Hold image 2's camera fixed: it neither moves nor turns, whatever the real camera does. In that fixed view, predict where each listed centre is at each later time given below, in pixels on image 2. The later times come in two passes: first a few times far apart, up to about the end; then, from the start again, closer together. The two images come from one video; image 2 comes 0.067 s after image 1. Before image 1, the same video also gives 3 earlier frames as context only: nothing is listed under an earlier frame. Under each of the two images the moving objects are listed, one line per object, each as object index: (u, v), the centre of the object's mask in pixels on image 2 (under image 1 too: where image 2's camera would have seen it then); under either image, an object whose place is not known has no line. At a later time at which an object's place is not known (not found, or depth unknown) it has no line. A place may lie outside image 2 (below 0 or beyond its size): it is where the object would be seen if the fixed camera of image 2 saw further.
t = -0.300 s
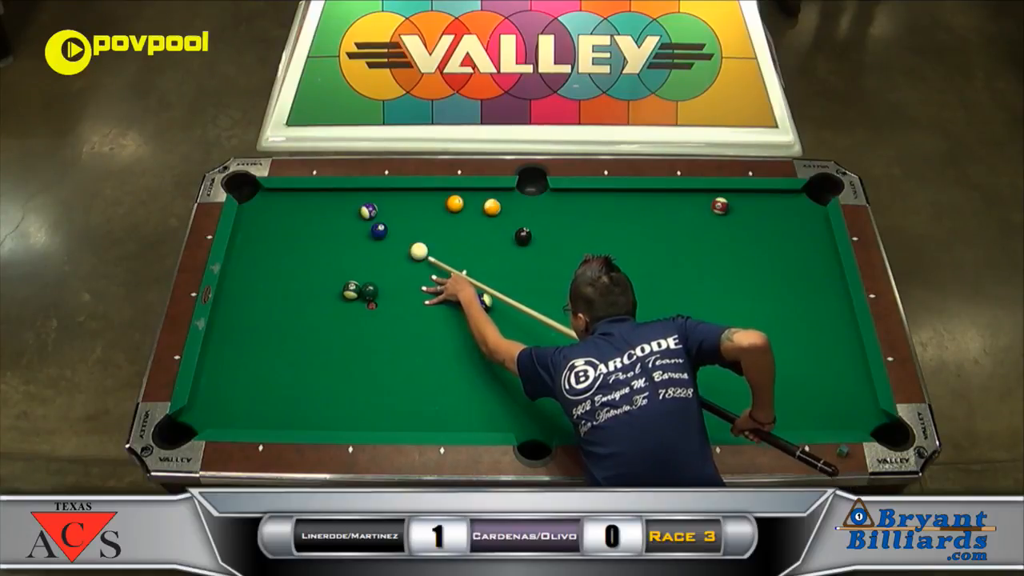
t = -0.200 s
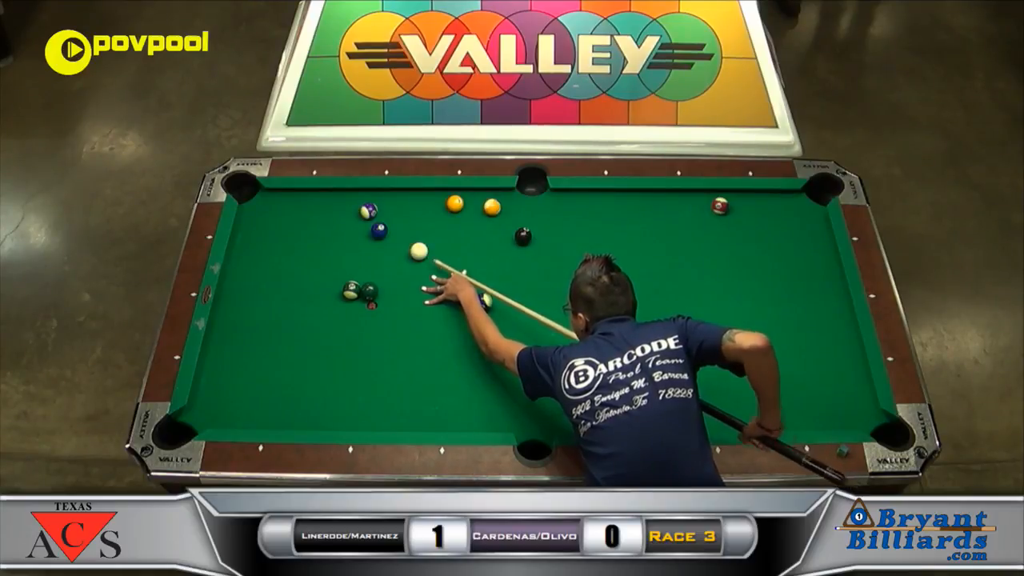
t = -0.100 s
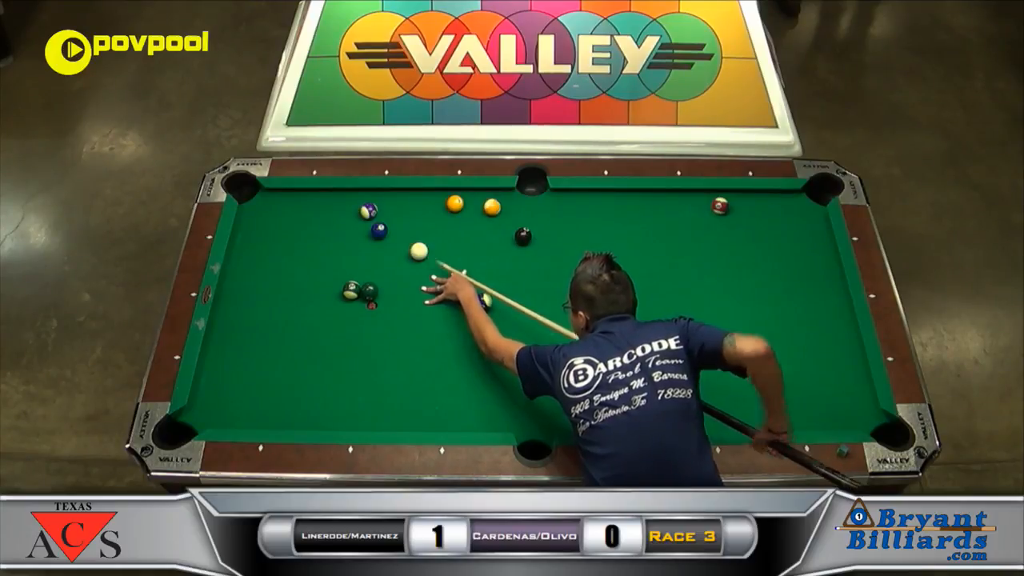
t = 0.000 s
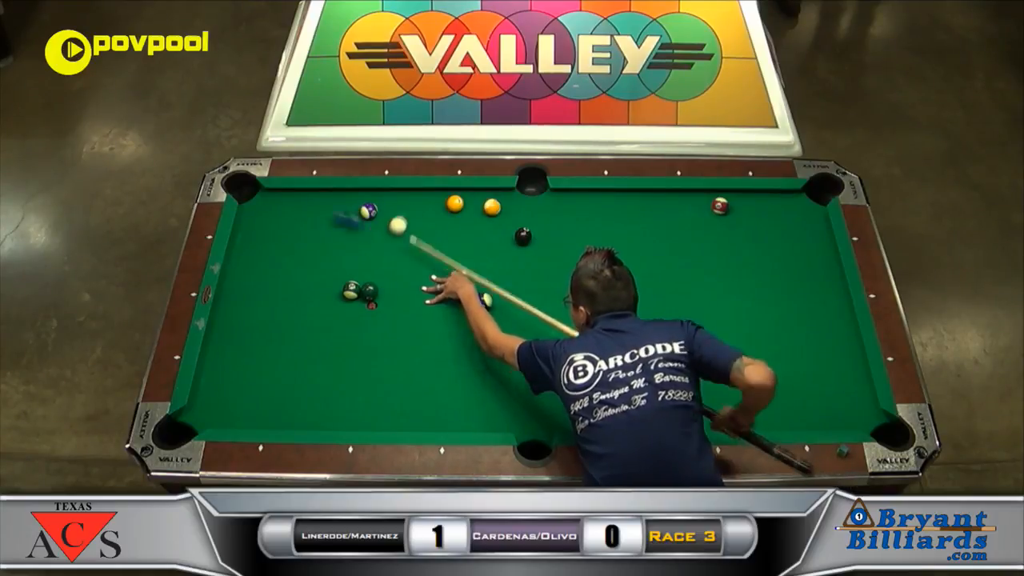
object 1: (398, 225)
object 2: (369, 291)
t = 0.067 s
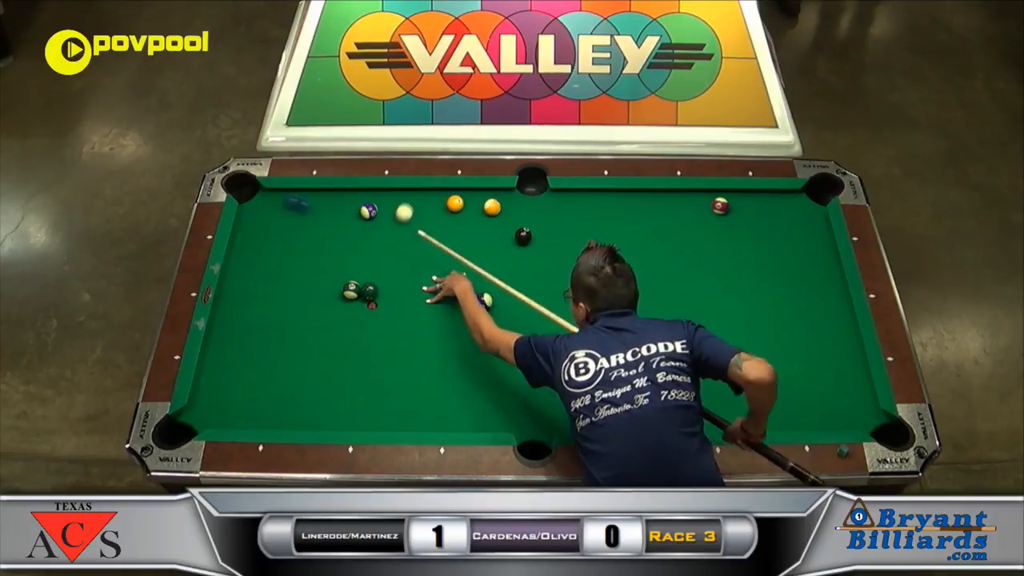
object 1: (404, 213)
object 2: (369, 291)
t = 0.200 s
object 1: (414, 194)
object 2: (369, 291)
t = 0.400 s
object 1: (432, 210)
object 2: (369, 291)
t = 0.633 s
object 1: (453, 228)
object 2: (369, 291)
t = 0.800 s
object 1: (468, 241)
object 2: (369, 291)
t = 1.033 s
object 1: (489, 260)
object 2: (369, 291)
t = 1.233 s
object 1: (507, 275)
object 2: (369, 291)
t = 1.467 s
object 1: (527, 293)
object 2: (369, 291)
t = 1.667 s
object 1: (544, 308)
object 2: (369, 291)
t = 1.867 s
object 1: (560, 322)
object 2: (369, 291)
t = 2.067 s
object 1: (575, 336)
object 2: (374, 292)
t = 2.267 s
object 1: (591, 350)
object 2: (381, 294)
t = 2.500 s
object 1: (607, 365)
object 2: (388, 295)
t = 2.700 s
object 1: (621, 378)
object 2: (392, 296)
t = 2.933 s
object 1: (636, 391)
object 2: (396, 297)
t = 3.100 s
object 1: (646, 400)
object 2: (398, 298)
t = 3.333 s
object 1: (659, 412)
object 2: (398, 299)
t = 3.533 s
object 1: (669, 421)
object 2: (398, 300)
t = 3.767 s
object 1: (676, 422)
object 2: (398, 300)
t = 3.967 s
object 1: (680, 419)
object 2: (398, 300)
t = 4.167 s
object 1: (682, 416)
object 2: (398, 300)
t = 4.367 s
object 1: (683, 413)
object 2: (398, 300)
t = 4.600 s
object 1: (685, 410)
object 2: (398, 300)
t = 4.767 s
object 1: (685, 409)
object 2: (398, 300)
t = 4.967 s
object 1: (686, 408)
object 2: (398, 300)
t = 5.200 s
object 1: (686, 408)
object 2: (398, 300)
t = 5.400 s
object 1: (686, 408)
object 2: (398, 300)
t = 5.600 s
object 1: (686, 408)
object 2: (398, 300)
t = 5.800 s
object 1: (686, 408)
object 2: (398, 300)
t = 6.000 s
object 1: (686, 408)
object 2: (398, 300)
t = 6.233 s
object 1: (686, 408)
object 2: (398, 300)
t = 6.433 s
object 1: (686, 408)
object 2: (398, 300)
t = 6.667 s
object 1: (686, 408)
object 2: (398, 300)
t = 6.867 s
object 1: (686, 408)
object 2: (398, 300)
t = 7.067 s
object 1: (686, 408)
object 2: (398, 300)
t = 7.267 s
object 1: (686, 408)
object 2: (398, 300)
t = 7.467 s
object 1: (686, 408)
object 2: (398, 300)
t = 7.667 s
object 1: (686, 408)
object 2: (398, 300)
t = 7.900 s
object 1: (686, 408)
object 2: (398, 300)
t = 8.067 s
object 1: (686, 408)
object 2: (398, 300)
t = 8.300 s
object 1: (686, 408)
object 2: (398, 300)
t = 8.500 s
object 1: (686, 408)
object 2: (398, 300)
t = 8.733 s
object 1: (686, 408)
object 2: (398, 300)
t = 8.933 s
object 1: (685, 408)
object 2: (398, 300)
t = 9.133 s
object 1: (686, 408)
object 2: (398, 300)
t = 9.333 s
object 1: (685, 408)
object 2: (398, 300)
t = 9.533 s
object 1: (685, 408)
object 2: (398, 300)
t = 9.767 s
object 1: (685, 408)
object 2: (398, 300)
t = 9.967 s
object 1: (685, 408)
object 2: (398, 300)
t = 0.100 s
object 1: (407, 207)
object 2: (369, 291)
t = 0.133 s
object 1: (409, 202)
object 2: (369, 291)
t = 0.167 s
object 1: (412, 197)
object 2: (369, 291)
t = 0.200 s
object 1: (414, 194)
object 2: (369, 291)
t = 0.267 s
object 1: (420, 199)
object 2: (369, 291)
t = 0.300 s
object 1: (423, 202)
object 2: (369, 291)
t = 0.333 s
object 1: (426, 205)
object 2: (369, 291)
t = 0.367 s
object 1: (429, 207)
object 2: (369, 291)
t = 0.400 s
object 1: (432, 210)
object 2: (369, 291)
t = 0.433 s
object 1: (435, 213)
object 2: (369, 291)
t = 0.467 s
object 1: (438, 215)
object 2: (369, 291)
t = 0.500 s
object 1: (441, 218)
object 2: (369, 291)
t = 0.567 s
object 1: (448, 223)
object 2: (369, 291)
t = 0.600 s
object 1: (450, 226)
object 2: (369, 291)
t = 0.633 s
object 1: (453, 228)
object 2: (369, 291)
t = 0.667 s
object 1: (457, 231)
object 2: (369, 291)
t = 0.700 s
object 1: (460, 234)
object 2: (369, 291)
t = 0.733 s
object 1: (463, 236)
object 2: (369, 291)
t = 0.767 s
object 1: (465, 239)
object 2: (369, 291)
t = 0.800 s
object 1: (468, 241)
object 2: (369, 291)
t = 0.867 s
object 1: (475, 247)
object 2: (369, 291)
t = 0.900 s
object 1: (477, 249)
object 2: (369, 291)
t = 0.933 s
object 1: (480, 252)
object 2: (369, 291)
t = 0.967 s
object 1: (483, 255)
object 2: (369, 291)
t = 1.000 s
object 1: (486, 257)
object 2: (369, 291)
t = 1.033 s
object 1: (489, 260)
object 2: (369, 291)
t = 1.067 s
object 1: (492, 262)
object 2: (369, 291)
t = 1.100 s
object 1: (495, 265)
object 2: (369, 291)
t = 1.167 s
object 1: (501, 270)
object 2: (369, 291)
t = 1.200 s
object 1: (504, 273)
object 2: (369, 291)
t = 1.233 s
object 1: (507, 275)
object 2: (369, 291)
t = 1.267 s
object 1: (510, 278)
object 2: (369, 291)
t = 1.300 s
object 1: (513, 280)
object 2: (369, 291)
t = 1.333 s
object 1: (515, 283)
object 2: (369, 291)
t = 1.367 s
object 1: (518, 285)
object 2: (369, 291)
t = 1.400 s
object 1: (521, 288)
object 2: (369, 291)
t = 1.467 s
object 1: (527, 293)
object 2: (369, 291)
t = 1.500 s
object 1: (530, 296)
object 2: (369, 291)
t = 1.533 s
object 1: (533, 298)
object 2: (369, 291)
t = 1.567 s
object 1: (535, 300)
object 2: (369, 291)
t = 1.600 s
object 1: (538, 303)
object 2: (369, 291)
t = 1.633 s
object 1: (541, 305)
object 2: (369, 291)
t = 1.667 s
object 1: (544, 308)
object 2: (369, 291)
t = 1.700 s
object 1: (546, 310)
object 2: (369, 291)
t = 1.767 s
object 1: (552, 315)
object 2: (369, 291)
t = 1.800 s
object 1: (554, 318)
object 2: (369, 291)
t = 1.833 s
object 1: (557, 320)
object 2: (369, 291)
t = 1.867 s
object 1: (560, 322)
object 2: (369, 291)
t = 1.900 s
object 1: (562, 325)
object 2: (369, 291)
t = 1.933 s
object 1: (565, 327)
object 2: (369, 291)
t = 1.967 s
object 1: (568, 329)
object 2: (370, 292)
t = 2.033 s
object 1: (573, 334)
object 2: (373, 292)
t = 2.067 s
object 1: (575, 336)
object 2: (374, 292)
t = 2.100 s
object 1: (578, 339)
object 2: (375, 292)
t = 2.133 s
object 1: (580, 341)
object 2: (377, 293)
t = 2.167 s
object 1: (583, 343)
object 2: (378, 293)
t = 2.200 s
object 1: (586, 346)
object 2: (379, 293)
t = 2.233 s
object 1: (588, 348)
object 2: (380, 293)
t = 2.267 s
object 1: (591, 350)
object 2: (381, 294)
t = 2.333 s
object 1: (595, 354)
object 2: (383, 294)
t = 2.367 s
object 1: (598, 357)
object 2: (384, 294)
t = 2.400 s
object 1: (600, 359)
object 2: (385, 294)
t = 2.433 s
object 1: (603, 361)
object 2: (386, 294)
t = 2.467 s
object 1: (605, 363)
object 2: (387, 295)
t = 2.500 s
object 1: (607, 365)
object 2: (388, 295)
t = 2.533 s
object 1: (609, 367)
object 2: (389, 295)
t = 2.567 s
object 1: (612, 369)
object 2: (389, 295)
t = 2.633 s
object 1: (616, 374)
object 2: (390, 295)
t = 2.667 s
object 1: (619, 376)
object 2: (391, 296)
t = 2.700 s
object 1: (621, 378)
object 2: (392, 296)
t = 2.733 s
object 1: (623, 380)
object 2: (392, 296)
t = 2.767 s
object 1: (625, 382)
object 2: (393, 296)
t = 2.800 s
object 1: (627, 383)
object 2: (394, 296)
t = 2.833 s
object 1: (630, 386)
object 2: (395, 297)
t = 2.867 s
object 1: (632, 387)
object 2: (395, 297)
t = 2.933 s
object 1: (636, 391)
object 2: (396, 297)
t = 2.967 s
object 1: (638, 393)
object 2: (396, 297)
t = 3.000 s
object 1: (640, 395)
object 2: (397, 297)
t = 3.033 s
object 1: (642, 397)
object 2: (397, 298)
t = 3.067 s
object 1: (644, 398)
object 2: (397, 298)
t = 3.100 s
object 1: (646, 400)
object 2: (398, 298)
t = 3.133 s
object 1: (648, 402)
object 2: (398, 298)
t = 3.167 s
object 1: (650, 404)
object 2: (398, 298)
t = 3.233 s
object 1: (653, 407)
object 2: (398, 299)
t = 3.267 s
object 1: (655, 409)
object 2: (398, 299)
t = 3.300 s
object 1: (657, 411)
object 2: (398, 299)
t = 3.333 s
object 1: (659, 412)
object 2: (398, 299)
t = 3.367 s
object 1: (660, 414)
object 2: (398, 299)
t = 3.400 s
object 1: (662, 416)
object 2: (398, 299)
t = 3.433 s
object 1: (664, 417)
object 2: (398, 300)
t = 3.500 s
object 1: (667, 420)
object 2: (398, 300)
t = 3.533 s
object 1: (669, 421)
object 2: (398, 300)
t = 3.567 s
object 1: (670, 422)
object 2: (398, 300)
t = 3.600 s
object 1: (672, 423)
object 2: (398, 300)
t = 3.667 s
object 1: (674, 425)
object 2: (398, 300)
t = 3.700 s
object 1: (675, 424)
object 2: (398, 300)
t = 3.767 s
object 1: (676, 422)
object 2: (398, 300)
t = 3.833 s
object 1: (678, 422)
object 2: (398, 300)
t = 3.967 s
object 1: (680, 419)
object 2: (398, 300)
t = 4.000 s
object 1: (680, 419)
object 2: (398, 300)
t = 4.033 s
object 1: (680, 418)
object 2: (398, 300)
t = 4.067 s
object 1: (681, 418)
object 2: (398, 300)
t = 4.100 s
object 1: (681, 417)
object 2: (398, 300)
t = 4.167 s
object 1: (682, 416)
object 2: (398, 300)
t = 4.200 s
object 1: (682, 416)
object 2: (398, 300)
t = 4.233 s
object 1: (682, 415)
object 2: (398, 300)
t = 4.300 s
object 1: (683, 414)
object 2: (398, 300)
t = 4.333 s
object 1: (683, 413)
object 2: (398, 300)
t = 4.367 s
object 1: (683, 413)
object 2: (398, 300)
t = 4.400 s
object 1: (684, 413)
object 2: (398, 300)
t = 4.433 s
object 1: (684, 412)
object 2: (398, 300)
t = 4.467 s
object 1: (684, 411)
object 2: (398, 300)
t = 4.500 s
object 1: (684, 411)
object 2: (398, 300)
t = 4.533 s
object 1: (684, 411)
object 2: (398, 300)
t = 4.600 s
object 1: (685, 410)
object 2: (398, 300)
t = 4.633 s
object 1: (685, 410)
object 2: (398, 300)
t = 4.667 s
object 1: (685, 409)
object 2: (398, 300)
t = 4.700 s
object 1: (685, 409)
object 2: (398, 300)
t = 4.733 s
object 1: (685, 409)
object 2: (398, 300)
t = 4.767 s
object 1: (685, 409)
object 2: (398, 300)
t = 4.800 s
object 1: (685, 409)
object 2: (398, 300)
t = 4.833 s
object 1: (685, 409)
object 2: (398, 300)
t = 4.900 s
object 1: (686, 408)
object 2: (398, 300)
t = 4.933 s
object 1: (686, 408)
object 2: (398, 300)
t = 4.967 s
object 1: (686, 408)
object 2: (398, 300)
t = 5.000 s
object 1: (686, 408)
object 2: (398, 300)
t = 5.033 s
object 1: (686, 408)
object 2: (398, 300)
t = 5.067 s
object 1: (686, 408)
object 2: (398, 300)
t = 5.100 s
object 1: (686, 408)
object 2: (398, 300)
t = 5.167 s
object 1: (686, 408)
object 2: (398, 300)
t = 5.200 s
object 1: (686, 408)
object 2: (398, 300)
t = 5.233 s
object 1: (686, 408)
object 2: (398, 300)
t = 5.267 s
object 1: (686, 408)
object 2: (398, 300)
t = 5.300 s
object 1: (686, 408)
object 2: (398, 300)
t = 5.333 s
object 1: (686, 408)
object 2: (398, 300)
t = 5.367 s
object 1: (686, 408)
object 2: (398, 300)
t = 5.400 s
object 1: (686, 408)
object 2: (398, 300)
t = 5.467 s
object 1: (686, 408)
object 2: (398, 300)
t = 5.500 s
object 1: (686, 408)
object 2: (398, 300)
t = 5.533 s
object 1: (686, 408)
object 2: (398, 300)
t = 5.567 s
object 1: (686, 408)
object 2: (398, 300)
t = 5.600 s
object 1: (686, 408)
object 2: (398, 300)
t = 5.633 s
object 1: (686, 408)
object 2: (398, 300)
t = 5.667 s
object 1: (686, 408)
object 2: (398, 300)
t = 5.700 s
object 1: (686, 408)
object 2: (398, 300)
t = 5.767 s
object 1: (686, 408)
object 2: (398, 300)
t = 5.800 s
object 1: (686, 408)
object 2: (398, 300)
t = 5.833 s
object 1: (686, 408)
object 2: (398, 300)
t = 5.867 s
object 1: (686, 408)
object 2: (398, 300)
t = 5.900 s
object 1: (686, 408)
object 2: (398, 300)
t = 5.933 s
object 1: (686, 408)
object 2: (398, 300)
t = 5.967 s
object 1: (686, 408)
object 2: (398, 300)
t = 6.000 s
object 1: (686, 408)
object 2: (398, 300)
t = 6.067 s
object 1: (686, 408)
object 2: (398, 300)
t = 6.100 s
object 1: (686, 408)
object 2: (398, 300)
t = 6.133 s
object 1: (686, 408)
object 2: (398, 300)
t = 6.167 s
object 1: (686, 408)
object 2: (398, 300)
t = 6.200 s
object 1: (686, 408)
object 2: (398, 300)
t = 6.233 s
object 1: (686, 408)
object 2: (398, 300)
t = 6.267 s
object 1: (686, 408)
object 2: (398, 300)
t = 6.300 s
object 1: (686, 408)
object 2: (398, 300)
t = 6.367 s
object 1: (686, 408)
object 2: (398, 300)
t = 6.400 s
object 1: (686, 408)
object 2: (398, 300)
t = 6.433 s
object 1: (686, 408)
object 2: (398, 300)
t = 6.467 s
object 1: (686, 408)
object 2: (398, 300)
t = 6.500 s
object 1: (686, 408)
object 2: (398, 300)
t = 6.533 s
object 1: (686, 408)
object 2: (398, 300)
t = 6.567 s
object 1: (686, 408)
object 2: (398, 300)
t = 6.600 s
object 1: (686, 408)
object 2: (398, 300)
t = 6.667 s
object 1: (686, 408)
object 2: (398, 300)
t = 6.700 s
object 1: (686, 408)
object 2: (398, 300)
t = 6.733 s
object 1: (686, 408)
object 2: (398, 300)
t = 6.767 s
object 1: (686, 408)
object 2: (398, 300)
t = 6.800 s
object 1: (686, 408)
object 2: (398, 300)
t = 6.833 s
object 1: (686, 408)
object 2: (398, 300)
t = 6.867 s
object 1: (686, 408)
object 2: (398, 300)
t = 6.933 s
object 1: (686, 408)
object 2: (398, 300)
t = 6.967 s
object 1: (686, 408)
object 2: (398, 300)
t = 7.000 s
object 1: (686, 408)
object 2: (398, 300)
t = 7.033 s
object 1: (686, 408)
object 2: (398, 300)
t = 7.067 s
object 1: (686, 408)
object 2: (398, 300)
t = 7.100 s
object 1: (686, 408)
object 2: (398, 300)
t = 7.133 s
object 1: (686, 408)
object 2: (398, 300)
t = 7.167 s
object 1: (686, 408)
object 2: (398, 300)
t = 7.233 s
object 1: (686, 408)
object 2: (398, 300)
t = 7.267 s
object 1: (686, 408)
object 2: (398, 300)
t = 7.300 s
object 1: (686, 408)
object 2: (398, 300)
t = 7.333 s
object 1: (686, 408)
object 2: (398, 300)
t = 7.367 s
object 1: (686, 408)
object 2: (398, 300)
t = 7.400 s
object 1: (686, 408)
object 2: (398, 300)
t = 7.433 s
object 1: (686, 408)
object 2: (398, 300)
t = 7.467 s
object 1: (686, 408)
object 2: (398, 300)
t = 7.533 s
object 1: (686, 408)
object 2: (398, 300)
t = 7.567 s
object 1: (686, 408)
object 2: (398, 300)
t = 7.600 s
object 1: (686, 408)
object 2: (398, 300)
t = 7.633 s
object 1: (686, 408)
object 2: (398, 300)
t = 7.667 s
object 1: (686, 408)
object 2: (398, 300)
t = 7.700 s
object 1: (686, 408)
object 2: (398, 300)
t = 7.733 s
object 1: (686, 408)
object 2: (398, 300)
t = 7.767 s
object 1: (686, 408)
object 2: (398, 300)
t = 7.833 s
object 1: (686, 408)
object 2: (398, 300)
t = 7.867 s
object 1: (686, 408)
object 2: (398, 300)
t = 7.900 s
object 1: (686, 408)
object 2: (398, 300)
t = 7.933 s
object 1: (686, 408)
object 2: (398, 300)
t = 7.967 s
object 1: (686, 408)
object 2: (398, 300)
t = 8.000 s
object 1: (686, 408)
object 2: (398, 300)
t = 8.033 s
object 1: (686, 408)
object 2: (398, 300)
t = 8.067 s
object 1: (686, 408)
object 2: (398, 300)
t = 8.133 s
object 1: (686, 408)
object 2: (398, 300)
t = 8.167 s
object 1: (686, 408)
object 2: (398, 300)
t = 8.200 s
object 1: (686, 408)
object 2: (398, 300)
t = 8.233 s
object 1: (686, 408)
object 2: (398, 300)
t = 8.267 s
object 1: (686, 408)
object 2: (398, 300)
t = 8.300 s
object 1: (686, 408)
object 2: (398, 300)
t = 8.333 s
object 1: (686, 408)
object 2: (398, 300)
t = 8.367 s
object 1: (686, 408)
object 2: (398, 300)
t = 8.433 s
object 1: (686, 408)
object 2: (398, 300)
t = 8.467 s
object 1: (686, 408)
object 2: (398, 300)
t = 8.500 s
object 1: (686, 408)
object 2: (398, 300)
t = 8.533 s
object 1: (686, 408)
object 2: (398, 300)
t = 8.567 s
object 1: (686, 408)
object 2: (398, 300)
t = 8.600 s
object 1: (686, 408)
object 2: (398, 300)
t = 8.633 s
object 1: (686, 408)
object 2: (398, 300)
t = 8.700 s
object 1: (686, 408)
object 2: (398, 300)
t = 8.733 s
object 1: (686, 408)
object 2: (398, 300)
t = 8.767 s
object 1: (686, 408)
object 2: (398, 300)
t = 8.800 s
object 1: (686, 408)
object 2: (398, 300)
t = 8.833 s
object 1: (686, 408)
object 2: (398, 300)
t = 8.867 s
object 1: (686, 408)
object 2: (398, 300)
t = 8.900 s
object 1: (686, 408)
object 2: (398, 300)
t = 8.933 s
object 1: (685, 408)
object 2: (398, 300)
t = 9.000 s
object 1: (686, 408)
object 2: (398, 300)
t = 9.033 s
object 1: (685, 408)
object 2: (398, 300)
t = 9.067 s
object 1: (686, 408)
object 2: (398, 300)
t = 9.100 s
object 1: (685, 408)
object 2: (398, 300)
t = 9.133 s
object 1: (686, 408)
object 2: (398, 300)
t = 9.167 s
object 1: (685, 408)
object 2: (398, 300)
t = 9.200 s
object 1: (685, 408)
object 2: (398, 300)
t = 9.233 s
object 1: (685, 408)
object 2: (398, 300)
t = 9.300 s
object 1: (685, 408)
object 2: (398, 300)
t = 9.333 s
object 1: (685, 408)
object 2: (398, 300)
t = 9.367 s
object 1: (685, 408)
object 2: (398, 300)
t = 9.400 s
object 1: (685, 408)
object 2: (398, 300)
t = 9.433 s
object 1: (685, 408)
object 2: (398, 300)
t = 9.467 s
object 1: (685, 408)
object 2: (398, 300)
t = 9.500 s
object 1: (685, 408)
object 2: (398, 300)
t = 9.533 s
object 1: (685, 408)
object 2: (398, 300)
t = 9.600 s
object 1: (685, 408)
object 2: (398, 300)
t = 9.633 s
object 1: (685, 408)
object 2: (398, 300)
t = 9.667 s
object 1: (685, 408)
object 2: (398, 300)
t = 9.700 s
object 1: (685, 408)
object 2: (398, 300)
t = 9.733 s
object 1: (685, 408)
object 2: (398, 300)
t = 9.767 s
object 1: (685, 408)
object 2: (398, 300)
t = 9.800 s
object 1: (685, 408)
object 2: (398, 300)
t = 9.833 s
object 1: (685, 408)
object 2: (398, 300)
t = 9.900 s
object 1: (685, 408)
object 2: (398, 300)
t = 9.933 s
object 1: (685, 408)
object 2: (398, 300)
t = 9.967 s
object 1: (685, 408)
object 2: (398, 300)
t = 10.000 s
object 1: (686, 408)
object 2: (398, 300)
